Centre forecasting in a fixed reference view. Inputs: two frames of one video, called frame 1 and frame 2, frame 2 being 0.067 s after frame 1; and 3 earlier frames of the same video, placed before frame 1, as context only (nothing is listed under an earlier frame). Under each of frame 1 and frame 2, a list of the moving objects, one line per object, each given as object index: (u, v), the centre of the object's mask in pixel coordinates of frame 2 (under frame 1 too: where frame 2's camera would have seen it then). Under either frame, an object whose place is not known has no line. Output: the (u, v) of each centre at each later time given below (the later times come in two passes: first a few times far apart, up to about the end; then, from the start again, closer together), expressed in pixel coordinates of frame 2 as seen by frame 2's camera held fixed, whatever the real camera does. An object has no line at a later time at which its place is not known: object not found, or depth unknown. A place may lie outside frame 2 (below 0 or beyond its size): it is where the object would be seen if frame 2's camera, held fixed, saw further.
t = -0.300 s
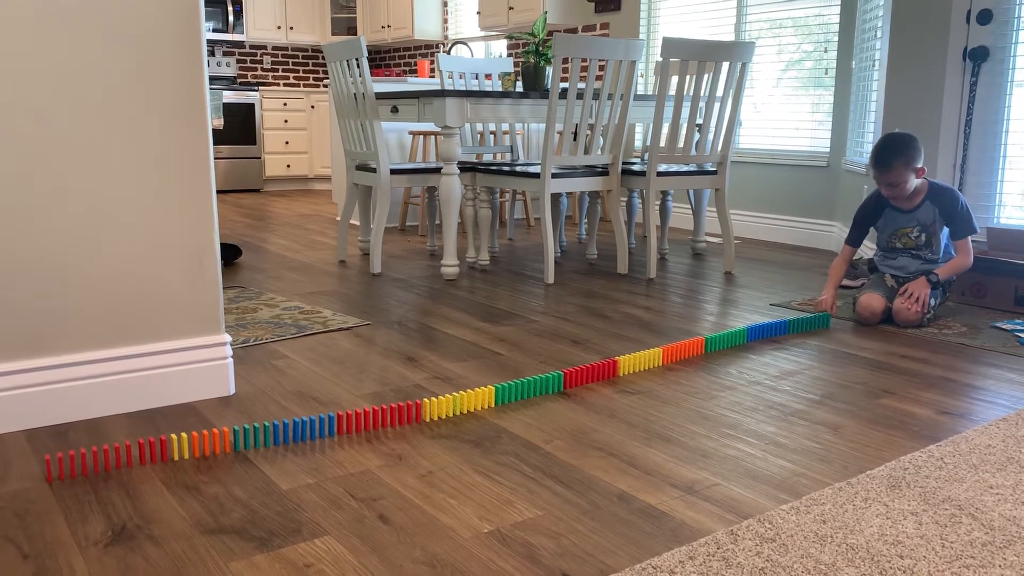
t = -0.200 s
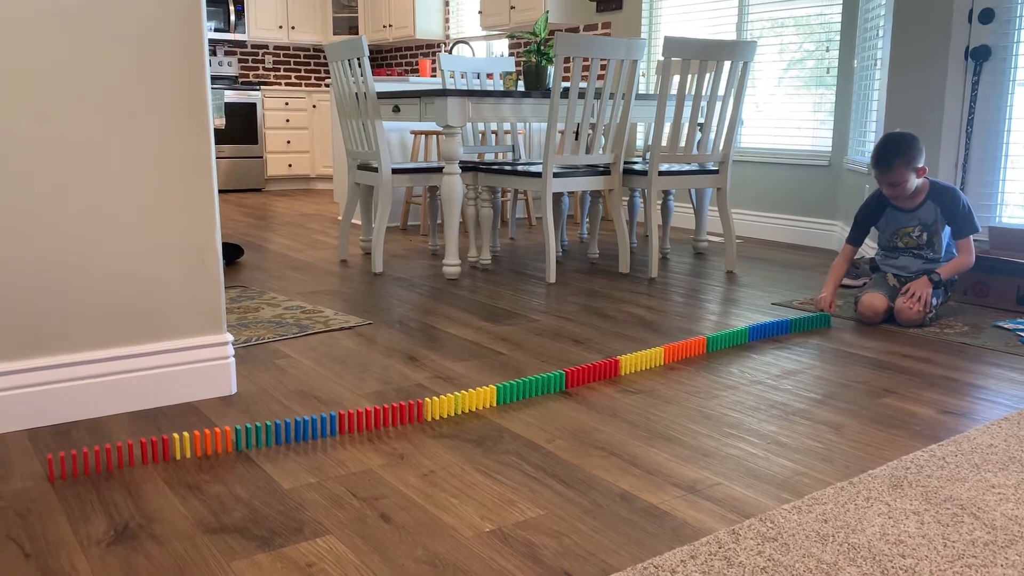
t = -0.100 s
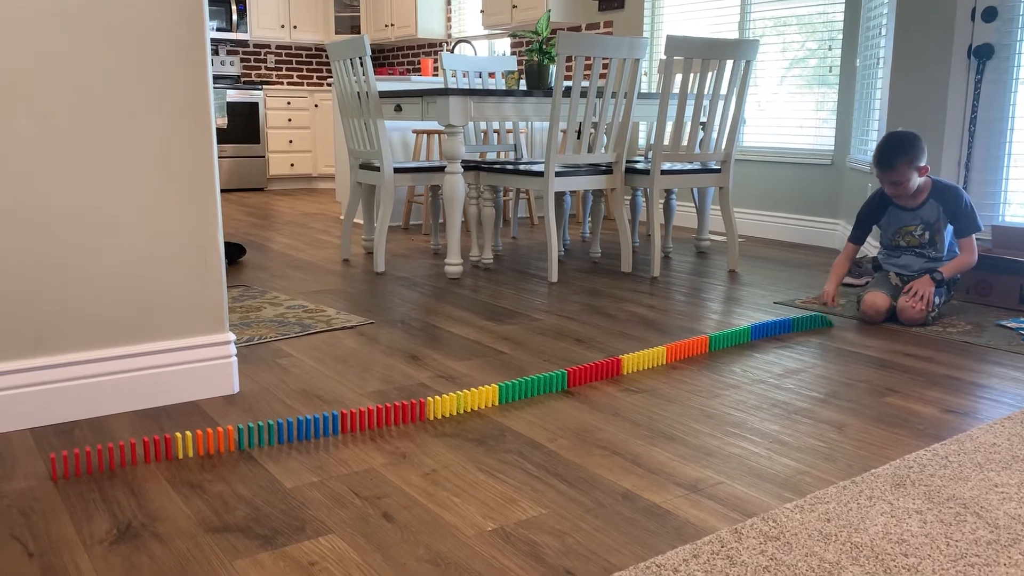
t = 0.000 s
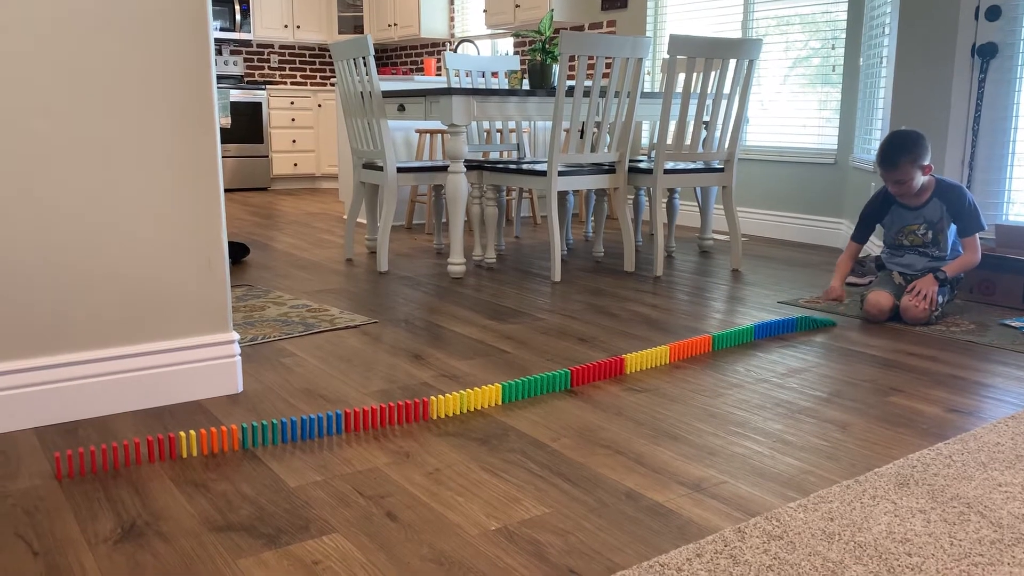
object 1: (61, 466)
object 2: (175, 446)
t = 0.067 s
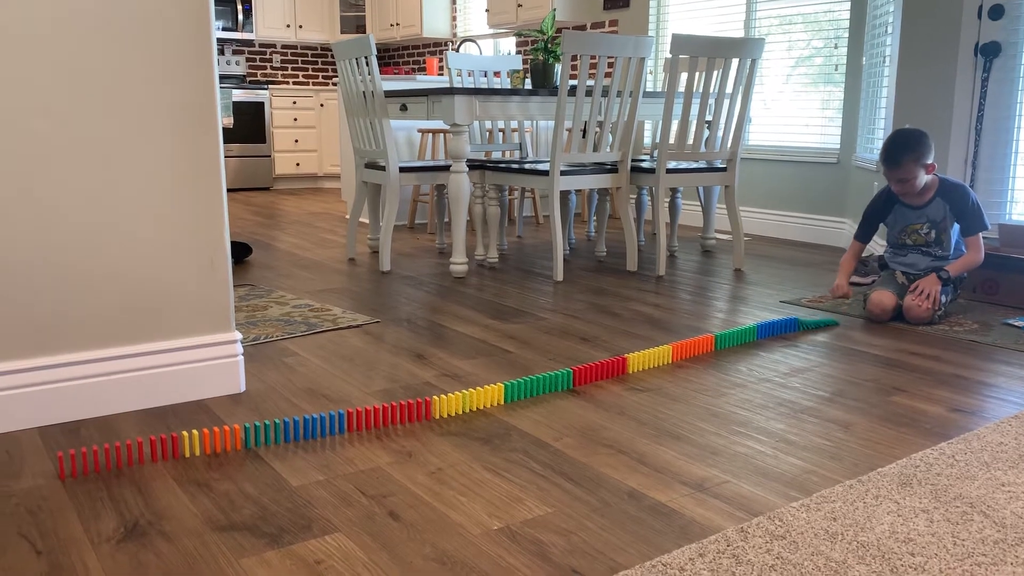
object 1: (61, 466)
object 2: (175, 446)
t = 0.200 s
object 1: (61, 466)
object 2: (175, 446)
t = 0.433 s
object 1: (60, 466)
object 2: (175, 446)
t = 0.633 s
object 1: (59, 466)
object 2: (175, 446)
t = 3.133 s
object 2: (164, 457)
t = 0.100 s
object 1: (61, 466)
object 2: (175, 446)
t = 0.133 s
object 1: (61, 466)
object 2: (175, 446)
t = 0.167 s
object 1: (61, 466)
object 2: (175, 446)
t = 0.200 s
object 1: (61, 466)
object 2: (175, 446)
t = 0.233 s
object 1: (60, 466)
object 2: (175, 446)
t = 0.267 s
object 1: (61, 466)
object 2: (174, 446)
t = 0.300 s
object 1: (60, 466)
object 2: (175, 446)
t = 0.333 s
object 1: (60, 466)
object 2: (175, 446)
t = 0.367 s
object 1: (60, 466)
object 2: (174, 446)
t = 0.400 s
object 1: (60, 466)
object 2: (174, 446)
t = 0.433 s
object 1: (60, 466)
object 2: (175, 446)
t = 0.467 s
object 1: (60, 466)
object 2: (175, 446)
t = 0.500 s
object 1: (59, 466)
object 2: (174, 446)
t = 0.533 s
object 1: (59, 466)
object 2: (174, 446)
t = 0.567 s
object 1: (59, 465)
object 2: (174, 446)
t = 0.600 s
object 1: (59, 466)
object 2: (174, 446)
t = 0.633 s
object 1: (59, 466)
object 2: (175, 446)
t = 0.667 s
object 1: (58, 466)
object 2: (176, 447)
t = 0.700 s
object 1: (58, 466)
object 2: (174, 447)
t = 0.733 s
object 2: (174, 446)
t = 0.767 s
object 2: (175, 447)
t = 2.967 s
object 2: (156, 457)
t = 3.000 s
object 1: (34, 480)
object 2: (151, 456)
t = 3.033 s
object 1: (36, 480)
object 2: (153, 456)
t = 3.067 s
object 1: (36, 480)
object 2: (155, 456)
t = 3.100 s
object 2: (155, 455)
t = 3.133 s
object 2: (164, 457)
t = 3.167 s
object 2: (163, 456)
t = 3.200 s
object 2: (155, 455)
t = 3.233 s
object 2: (155, 455)
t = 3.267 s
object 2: (157, 455)
